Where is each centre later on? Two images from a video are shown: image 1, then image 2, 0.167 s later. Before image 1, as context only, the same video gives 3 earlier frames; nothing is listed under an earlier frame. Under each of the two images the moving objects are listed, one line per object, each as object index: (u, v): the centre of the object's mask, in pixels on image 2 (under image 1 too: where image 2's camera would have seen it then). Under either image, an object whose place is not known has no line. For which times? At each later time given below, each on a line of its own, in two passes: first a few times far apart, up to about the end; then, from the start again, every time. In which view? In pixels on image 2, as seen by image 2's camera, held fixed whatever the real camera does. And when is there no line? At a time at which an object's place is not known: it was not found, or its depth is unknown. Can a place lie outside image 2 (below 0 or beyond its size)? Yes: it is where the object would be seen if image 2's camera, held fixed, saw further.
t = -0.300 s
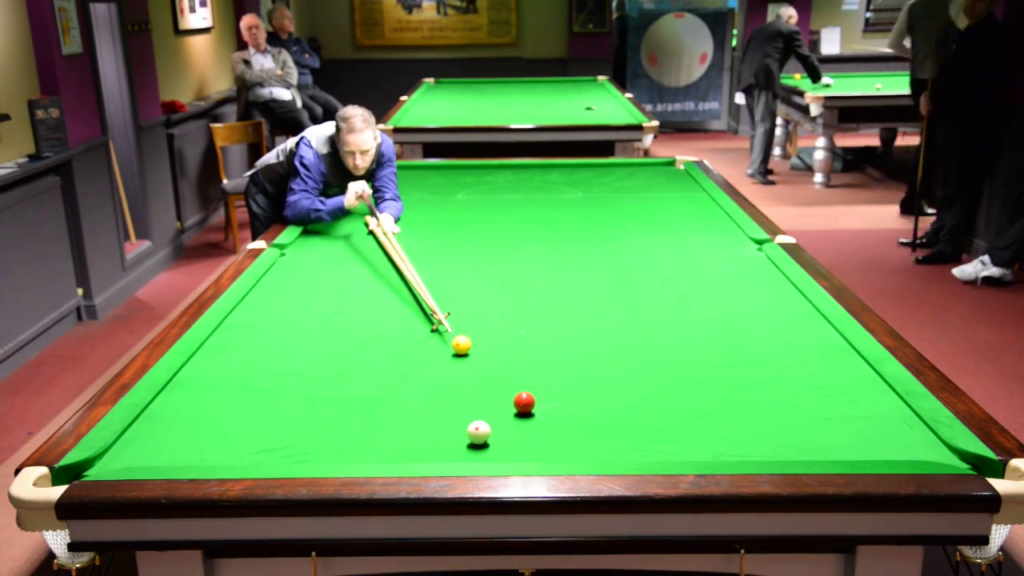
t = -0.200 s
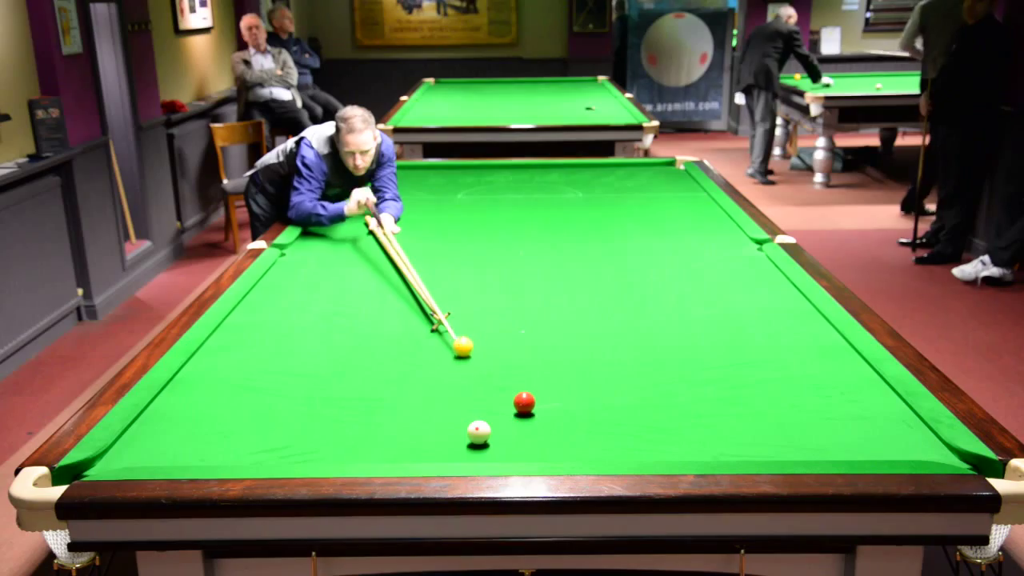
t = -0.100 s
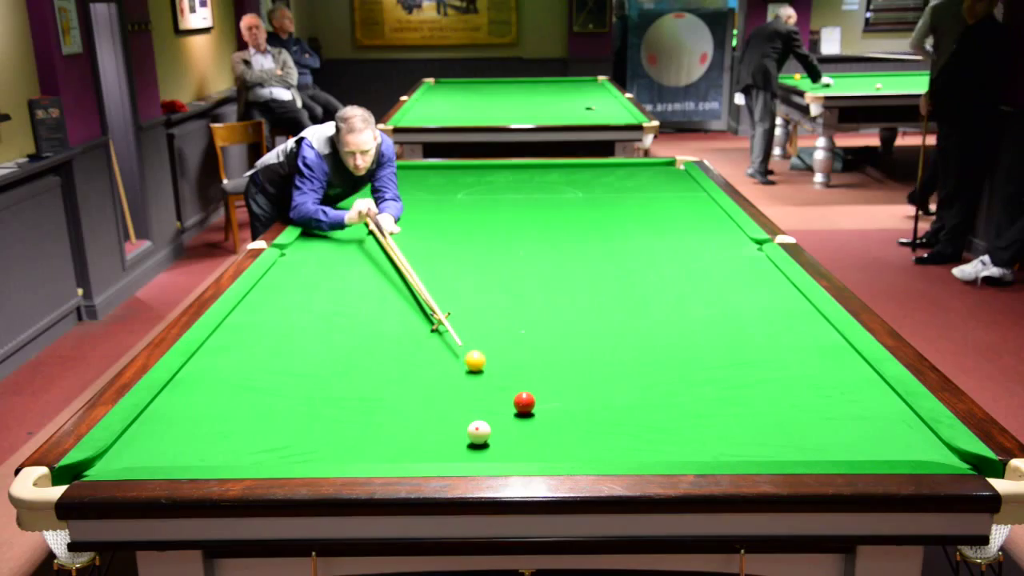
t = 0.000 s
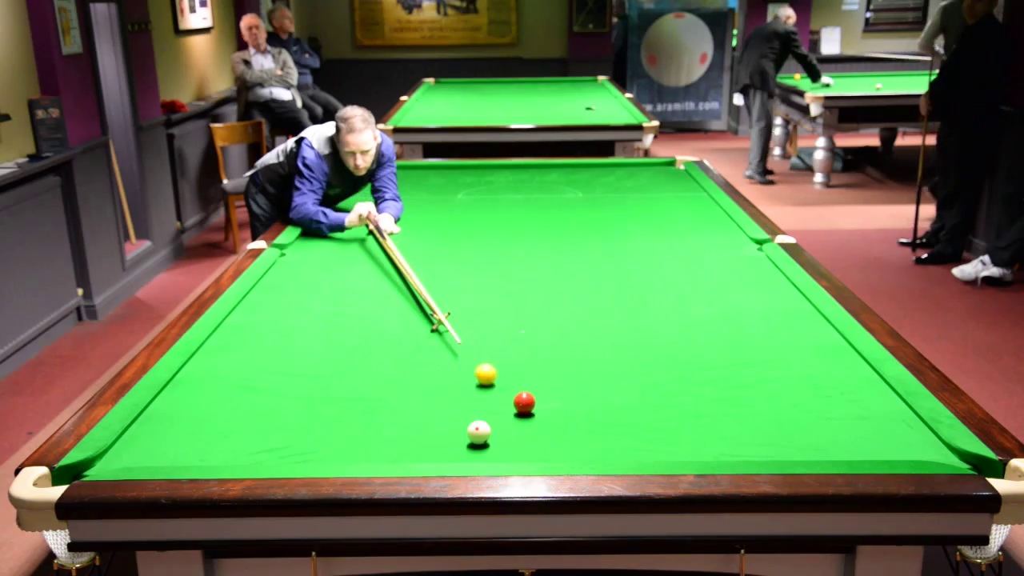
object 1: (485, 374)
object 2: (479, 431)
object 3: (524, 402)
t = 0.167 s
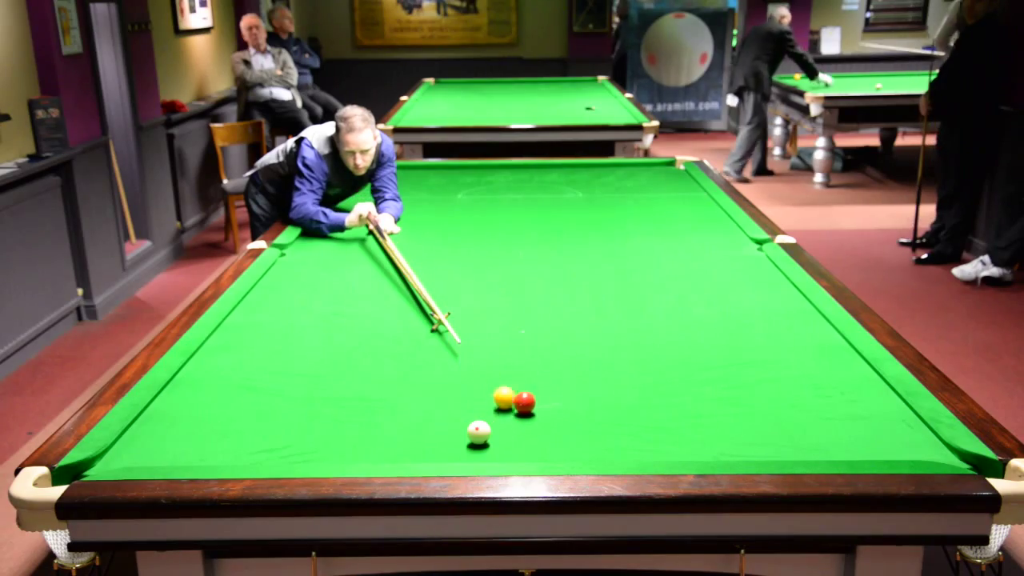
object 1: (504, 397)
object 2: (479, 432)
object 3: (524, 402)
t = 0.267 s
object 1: (495, 408)
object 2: (479, 432)
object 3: (545, 407)
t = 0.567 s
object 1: (478, 425)
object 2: (472, 448)
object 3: (596, 418)
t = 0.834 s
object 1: (467, 431)
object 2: (466, 453)
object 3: (639, 428)
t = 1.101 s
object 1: (455, 432)
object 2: (467, 446)
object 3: (682, 438)
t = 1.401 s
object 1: (442, 430)
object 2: (474, 445)
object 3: (728, 448)
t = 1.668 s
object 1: (431, 427)
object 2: (476, 445)
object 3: (769, 453)
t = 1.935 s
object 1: (422, 425)
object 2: (476, 445)
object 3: (797, 452)
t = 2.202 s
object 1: (415, 423)
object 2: (475, 445)
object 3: (820, 450)
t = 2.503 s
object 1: (411, 422)
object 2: (475, 446)
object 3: (842, 448)
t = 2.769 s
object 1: (409, 421)
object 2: (475, 446)
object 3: (859, 445)
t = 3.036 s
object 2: (475, 446)
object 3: (874, 443)
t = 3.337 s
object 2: (475, 446)
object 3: (886, 441)
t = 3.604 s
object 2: (475, 446)
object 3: (895, 440)
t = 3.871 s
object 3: (901, 438)
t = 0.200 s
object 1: (501, 401)
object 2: (479, 431)
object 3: (531, 403)
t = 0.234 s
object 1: (498, 405)
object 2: (479, 432)
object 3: (538, 405)
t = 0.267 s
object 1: (495, 408)
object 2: (479, 432)
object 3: (545, 407)
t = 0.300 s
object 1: (492, 412)
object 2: (479, 432)
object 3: (551, 408)
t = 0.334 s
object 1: (490, 415)
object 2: (479, 432)
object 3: (556, 409)
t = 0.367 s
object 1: (488, 417)
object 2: (479, 432)
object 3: (562, 410)
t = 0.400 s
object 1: (486, 419)
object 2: (478, 433)
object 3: (568, 412)
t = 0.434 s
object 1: (484, 420)
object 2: (477, 436)
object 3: (573, 413)
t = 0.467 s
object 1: (483, 421)
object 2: (475, 440)
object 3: (579, 414)
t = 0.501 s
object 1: (481, 423)
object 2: (474, 443)
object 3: (584, 415)
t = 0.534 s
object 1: (479, 424)
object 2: (473, 445)
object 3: (590, 416)
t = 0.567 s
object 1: (478, 425)
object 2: (472, 448)
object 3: (596, 418)
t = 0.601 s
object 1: (476, 426)
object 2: (470, 450)
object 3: (601, 419)
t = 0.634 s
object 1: (475, 427)
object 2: (470, 452)
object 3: (606, 420)
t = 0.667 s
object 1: (474, 428)
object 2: (468, 454)
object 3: (612, 421)
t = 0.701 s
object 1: (473, 429)
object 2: (467, 455)
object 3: (617, 423)
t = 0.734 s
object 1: (471, 430)
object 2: (466, 455)
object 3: (623, 424)
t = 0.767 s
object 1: (470, 430)
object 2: (466, 454)
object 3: (628, 425)
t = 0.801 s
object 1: (469, 431)
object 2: (466, 454)
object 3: (633, 426)
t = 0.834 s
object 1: (467, 431)
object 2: (466, 453)
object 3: (639, 428)
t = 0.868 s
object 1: (466, 431)
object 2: (466, 452)
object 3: (644, 429)
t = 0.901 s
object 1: (465, 431)
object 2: (466, 451)
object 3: (650, 430)
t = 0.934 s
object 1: (464, 431)
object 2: (466, 450)
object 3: (655, 431)
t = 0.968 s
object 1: (462, 431)
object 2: (466, 448)
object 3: (661, 433)
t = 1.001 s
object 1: (461, 431)
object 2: (465, 447)
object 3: (666, 434)
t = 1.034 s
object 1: (459, 431)
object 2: (466, 446)
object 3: (671, 435)
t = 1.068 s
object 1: (456, 432)
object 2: (467, 446)
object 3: (677, 436)
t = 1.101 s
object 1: (455, 432)
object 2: (467, 446)
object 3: (682, 438)
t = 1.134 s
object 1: (454, 433)
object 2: (468, 446)
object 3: (687, 439)
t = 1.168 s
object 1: (452, 433)
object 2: (470, 446)
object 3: (692, 440)
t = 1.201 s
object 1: (451, 433)
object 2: (470, 446)
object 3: (697, 441)
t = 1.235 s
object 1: (449, 432)
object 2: (471, 446)
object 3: (703, 442)
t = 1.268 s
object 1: (448, 432)
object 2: (472, 446)
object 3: (708, 444)
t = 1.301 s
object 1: (446, 431)
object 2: (473, 445)
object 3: (713, 445)
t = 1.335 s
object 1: (445, 431)
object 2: (473, 445)
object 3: (718, 446)
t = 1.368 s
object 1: (443, 430)
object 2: (474, 445)
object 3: (723, 447)
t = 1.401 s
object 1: (442, 430)
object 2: (474, 445)
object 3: (728, 448)
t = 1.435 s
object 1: (440, 430)
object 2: (474, 445)
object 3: (734, 449)
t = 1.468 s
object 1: (439, 429)
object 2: (475, 445)
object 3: (739, 449)
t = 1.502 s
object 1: (437, 429)
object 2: (476, 445)
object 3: (744, 450)
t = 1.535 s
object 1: (436, 429)
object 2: (476, 445)
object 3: (749, 451)
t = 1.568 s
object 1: (434, 428)
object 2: (476, 445)
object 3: (754, 451)
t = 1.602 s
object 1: (433, 428)
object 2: (476, 445)
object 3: (759, 452)
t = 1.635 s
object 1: (432, 427)
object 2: (476, 445)
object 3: (764, 452)
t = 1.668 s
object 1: (431, 427)
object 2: (476, 445)
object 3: (769, 453)
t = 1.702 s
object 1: (429, 427)
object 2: (476, 445)
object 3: (774, 454)
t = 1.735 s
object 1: (428, 427)
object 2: (476, 445)
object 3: (777, 454)
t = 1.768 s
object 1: (427, 426)
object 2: (476, 445)
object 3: (781, 453)
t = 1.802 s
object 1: (426, 426)
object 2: (476, 445)
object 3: (784, 453)
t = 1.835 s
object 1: (425, 426)
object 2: (476, 445)
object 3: (787, 453)
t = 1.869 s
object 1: (424, 425)
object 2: (476, 445)
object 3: (791, 452)
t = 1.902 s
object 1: (423, 425)
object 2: (476, 445)
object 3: (794, 452)
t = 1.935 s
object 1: (422, 425)
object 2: (476, 445)
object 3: (797, 452)
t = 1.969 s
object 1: (421, 425)
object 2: (476, 445)
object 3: (800, 451)
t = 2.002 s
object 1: (420, 425)
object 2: (476, 445)
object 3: (803, 451)
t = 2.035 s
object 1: (419, 424)
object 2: (475, 445)
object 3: (806, 451)
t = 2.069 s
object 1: (418, 424)
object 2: (475, 445)
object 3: (809, 451)
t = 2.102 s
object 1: (418, 424)
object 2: (475, 445)
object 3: (812, 450)
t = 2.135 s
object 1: (417, 424)
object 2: (475, 445)
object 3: (815, 450)
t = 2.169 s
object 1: (416, 423)
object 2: (475, 445)
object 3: (817, 450)
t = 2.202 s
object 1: (415, 423)
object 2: (475, 445)
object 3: (820, 450)
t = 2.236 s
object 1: (415, 423)
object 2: (475, 446)
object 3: (823, 449)
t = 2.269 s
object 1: (414, 422)
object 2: (475, 446)
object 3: (825, 449)
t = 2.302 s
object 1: (414, 422)
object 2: (475, 446)
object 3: (828, 449)
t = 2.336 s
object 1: (413, 422)
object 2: (475, 446)
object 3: (831, 449)
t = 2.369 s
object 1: (412, 422)
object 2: (475, 446)
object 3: (833, 448)
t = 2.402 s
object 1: (412, 422)
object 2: (475, 446)
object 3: (835, 448)
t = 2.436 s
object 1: (412, 422)
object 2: (475, 446)
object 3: (838, 448)
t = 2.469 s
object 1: (411, 421)
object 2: (475, 446)
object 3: (840, 448)
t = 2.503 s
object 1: (411, 422)
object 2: (475, 446)
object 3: (842, 448)
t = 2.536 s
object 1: (410, 421)
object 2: (475, 446)
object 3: (845, 447)
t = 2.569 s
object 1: (410, 421)
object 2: (475, 446)
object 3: (847, 447)
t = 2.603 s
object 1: (410, 421)
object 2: (475, 446)
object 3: (849, 447)
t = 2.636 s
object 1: (409, 421)
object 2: (475, 446)
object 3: (851, 447)
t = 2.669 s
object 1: (409, 421)
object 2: (475, 446)
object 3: (853, 446)
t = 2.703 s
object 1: (409, 421)
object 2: (475, 446)
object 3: (855, 446)
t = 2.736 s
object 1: (409, 421)
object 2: (475, 446)
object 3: (857, 445)
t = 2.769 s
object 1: (409, 421)
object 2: (475, 446)
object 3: (859, 445)
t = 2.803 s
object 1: (409, 421)
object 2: (475, 446)
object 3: (861, 445)
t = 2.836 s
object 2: (475, 446)
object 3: (863, 444)
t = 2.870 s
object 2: (475, 446)
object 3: (865, 444)
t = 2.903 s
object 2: (475, 445)
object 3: (867, 444)
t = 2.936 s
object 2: (475, 445)
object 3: (869, 444)
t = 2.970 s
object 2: (475, 446)
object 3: (870, 443)
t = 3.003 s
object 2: (475, 445)
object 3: (872, 443)
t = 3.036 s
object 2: (475, 446)
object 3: (874, 443)
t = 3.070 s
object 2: (475, 446)
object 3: (875, 443)
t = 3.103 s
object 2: (475, 446)
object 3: (877, 442)
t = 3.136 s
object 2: (475, 446)
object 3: (878, 442)
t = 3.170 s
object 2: (475, 446)
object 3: (880, 442)
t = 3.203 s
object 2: (475, 446)
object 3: (881, 442)
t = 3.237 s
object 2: (475, 446)
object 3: (882, 441)
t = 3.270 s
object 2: (475, 446)
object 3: (884, 441)
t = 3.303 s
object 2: (475, 446)
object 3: (885, 441)
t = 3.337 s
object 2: (475, 446)
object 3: (886, 441)
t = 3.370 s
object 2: (475, 446)
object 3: (888, 441)
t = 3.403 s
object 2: (475, 446)
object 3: (889, 440)
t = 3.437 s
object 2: (475, 446)
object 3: (890, 440)
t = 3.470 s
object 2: (475, 446)
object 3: (891, 440)
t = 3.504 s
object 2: (475, 446)
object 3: (892, 440)
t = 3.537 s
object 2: (475, 446)
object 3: (893, 440)
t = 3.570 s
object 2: (475, 446)
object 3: (894, 440)
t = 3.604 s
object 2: (475, 446)
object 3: (895, 440)
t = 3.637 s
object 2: (475, 446)
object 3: (896, 440)
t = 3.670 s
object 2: (475, 446)
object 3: (897, 439)
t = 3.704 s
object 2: (475, 446)
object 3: (898, 439)
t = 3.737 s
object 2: (475, 446)
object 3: (898, 439)
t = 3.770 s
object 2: (475, 446)
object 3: (899, 439)
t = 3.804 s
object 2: (475, 446)
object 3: (900, 439)
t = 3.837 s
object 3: (901, 439)
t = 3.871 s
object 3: (901, 438)
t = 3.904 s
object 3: (902, 438)
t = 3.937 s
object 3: (902, 438)
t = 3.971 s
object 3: (903, 438)
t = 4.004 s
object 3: (903, 438)
